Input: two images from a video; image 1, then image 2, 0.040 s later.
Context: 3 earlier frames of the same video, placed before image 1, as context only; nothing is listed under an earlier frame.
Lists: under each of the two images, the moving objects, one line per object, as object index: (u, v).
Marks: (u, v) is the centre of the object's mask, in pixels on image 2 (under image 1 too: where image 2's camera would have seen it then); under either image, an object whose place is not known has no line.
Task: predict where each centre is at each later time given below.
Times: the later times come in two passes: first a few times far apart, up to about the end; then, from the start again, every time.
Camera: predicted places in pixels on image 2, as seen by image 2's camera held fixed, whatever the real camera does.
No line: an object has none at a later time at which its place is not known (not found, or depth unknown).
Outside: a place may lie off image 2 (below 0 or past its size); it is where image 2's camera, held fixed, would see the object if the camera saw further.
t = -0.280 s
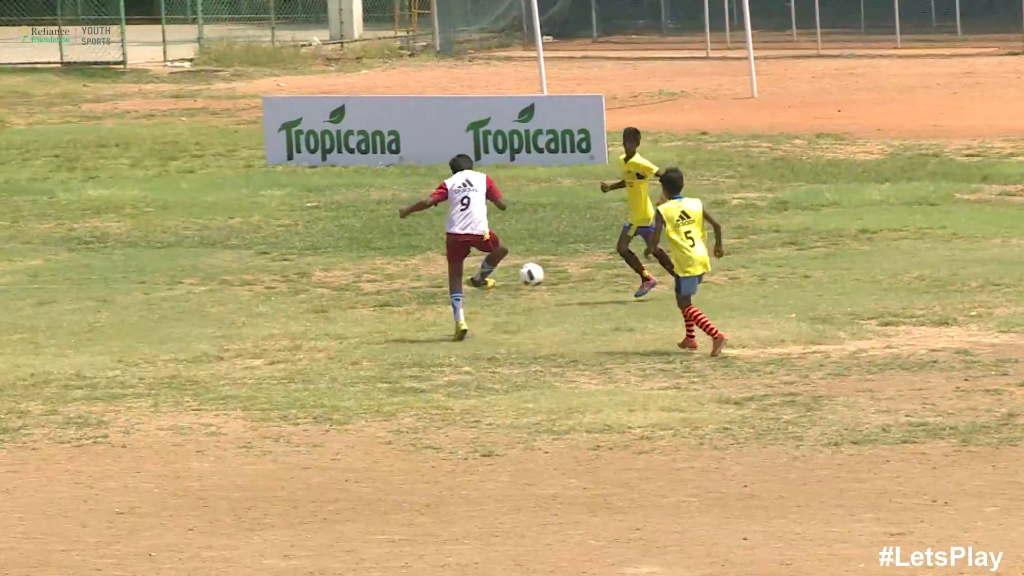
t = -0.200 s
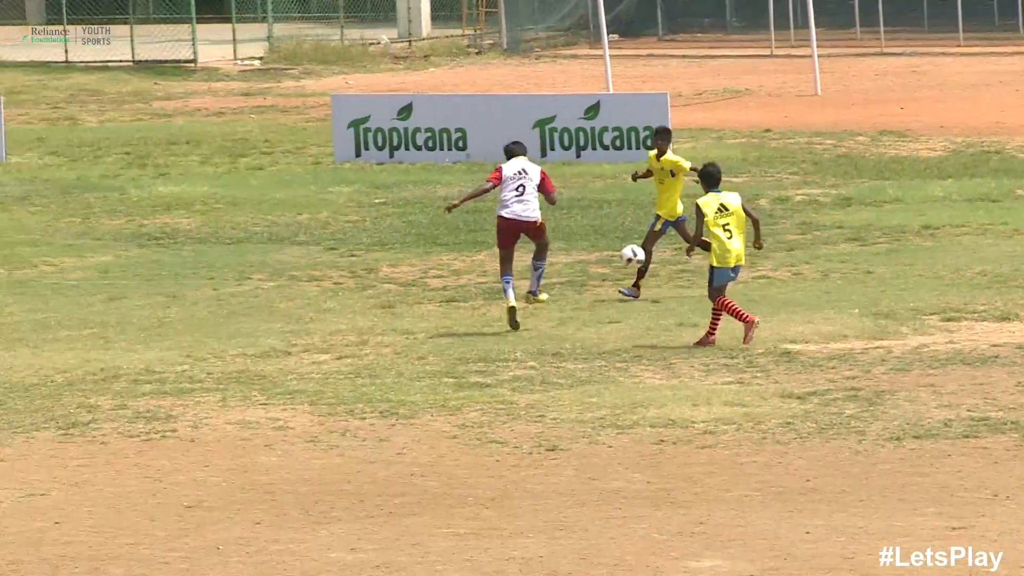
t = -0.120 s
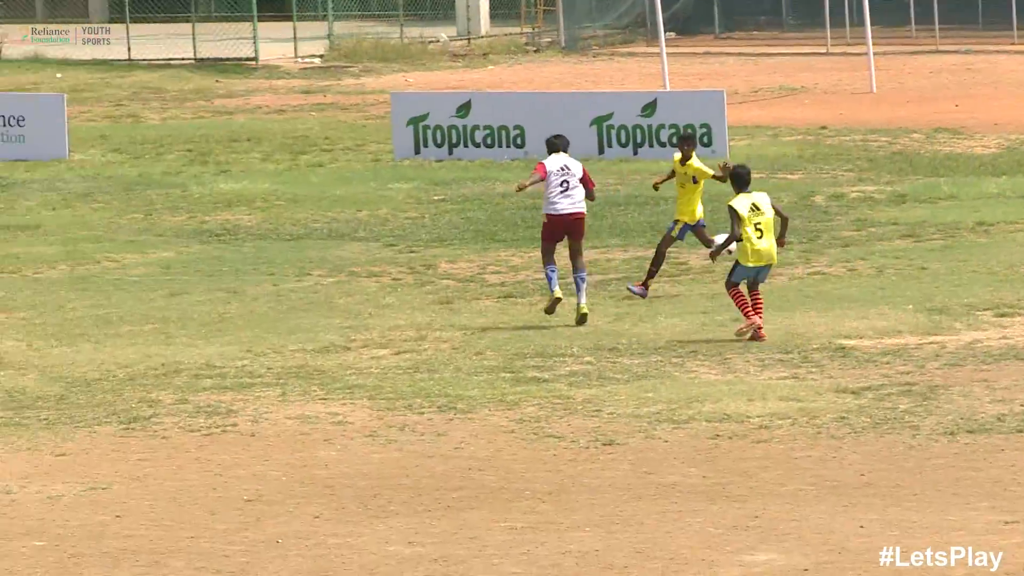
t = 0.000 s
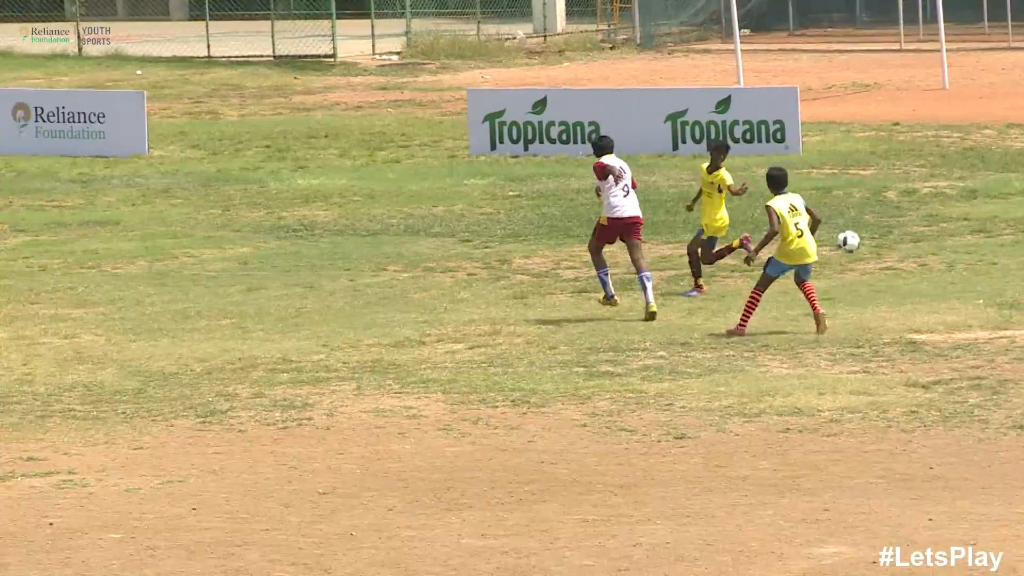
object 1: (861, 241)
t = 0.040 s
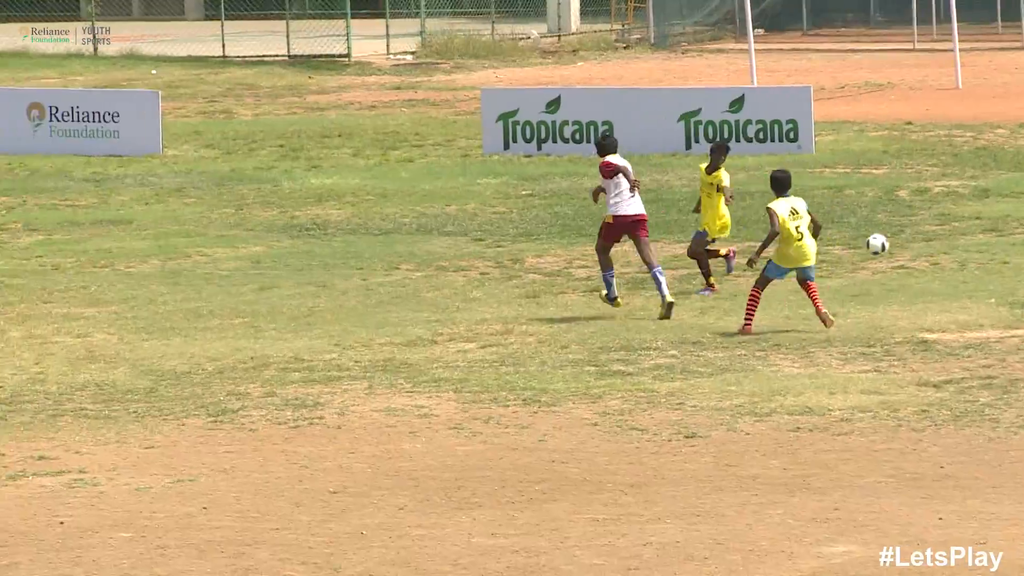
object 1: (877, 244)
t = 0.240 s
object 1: (946, 260)
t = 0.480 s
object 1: (988, 221)
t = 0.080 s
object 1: (893, 250)
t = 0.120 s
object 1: (909, 258)
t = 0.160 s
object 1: (925, 267)
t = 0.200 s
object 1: (939, 272)
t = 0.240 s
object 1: (946, 260)
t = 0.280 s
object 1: (953, 250)
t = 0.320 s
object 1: (960, 241)
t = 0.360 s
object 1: (967, 233)
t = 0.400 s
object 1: (973, 228)
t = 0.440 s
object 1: (981, 224)
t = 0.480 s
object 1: (988, 221)
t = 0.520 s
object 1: (995, 221)
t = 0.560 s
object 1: (1002, 222)
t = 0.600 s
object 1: (1010, 225)
